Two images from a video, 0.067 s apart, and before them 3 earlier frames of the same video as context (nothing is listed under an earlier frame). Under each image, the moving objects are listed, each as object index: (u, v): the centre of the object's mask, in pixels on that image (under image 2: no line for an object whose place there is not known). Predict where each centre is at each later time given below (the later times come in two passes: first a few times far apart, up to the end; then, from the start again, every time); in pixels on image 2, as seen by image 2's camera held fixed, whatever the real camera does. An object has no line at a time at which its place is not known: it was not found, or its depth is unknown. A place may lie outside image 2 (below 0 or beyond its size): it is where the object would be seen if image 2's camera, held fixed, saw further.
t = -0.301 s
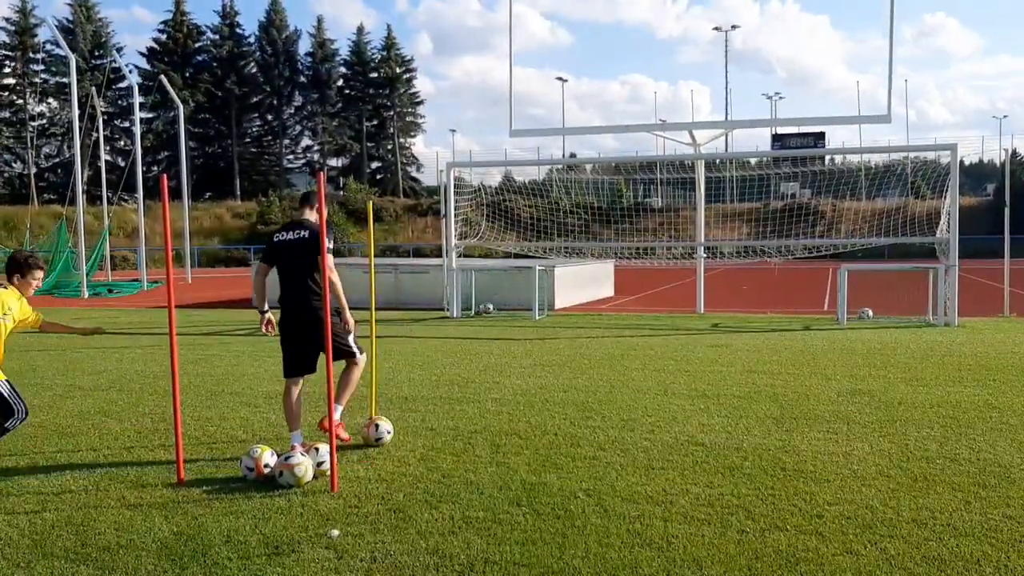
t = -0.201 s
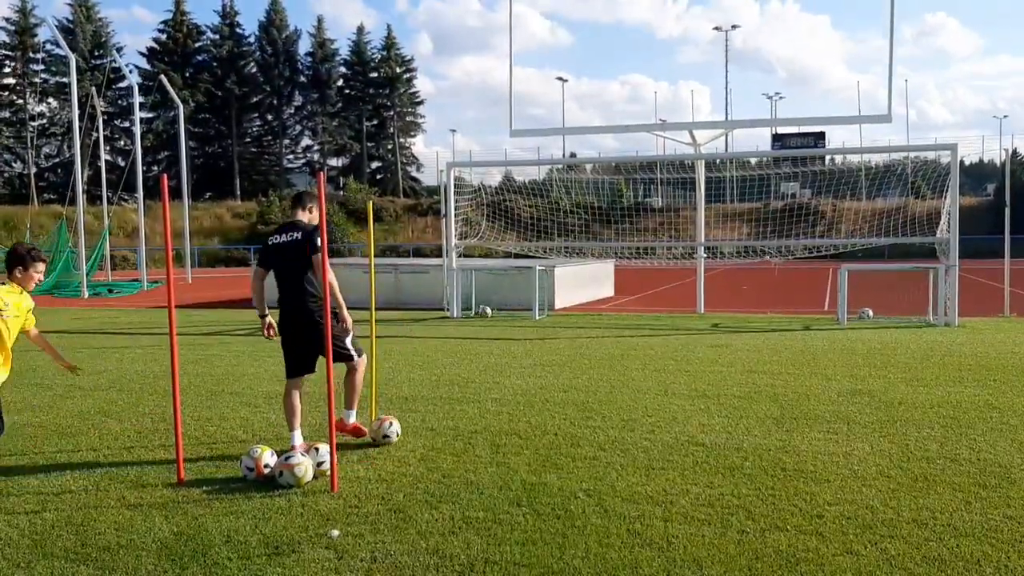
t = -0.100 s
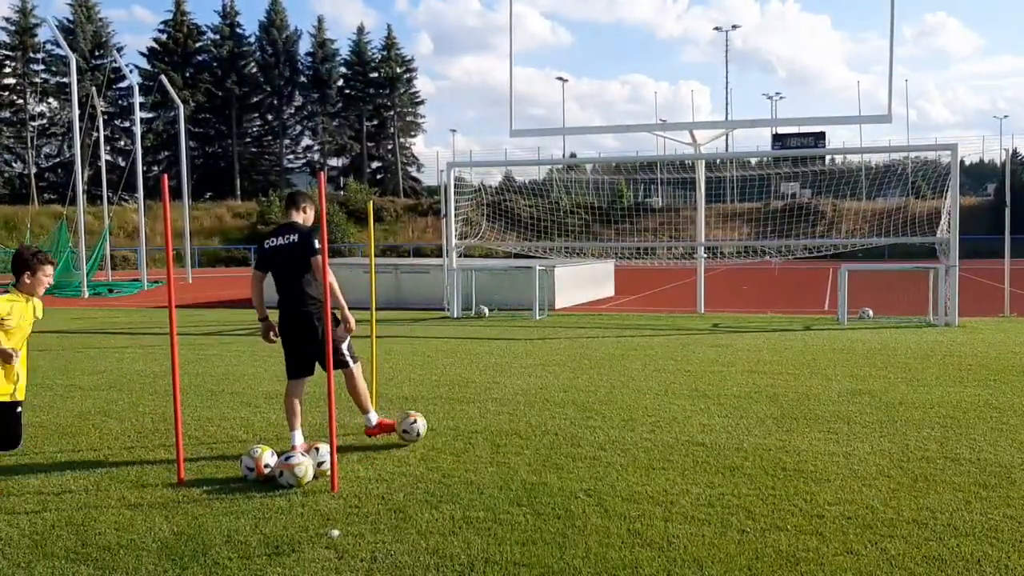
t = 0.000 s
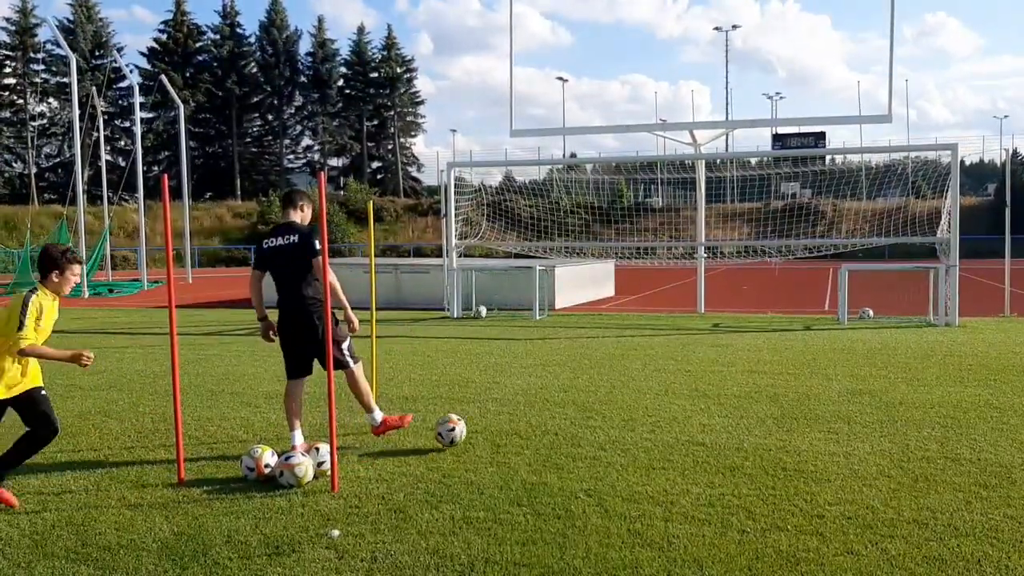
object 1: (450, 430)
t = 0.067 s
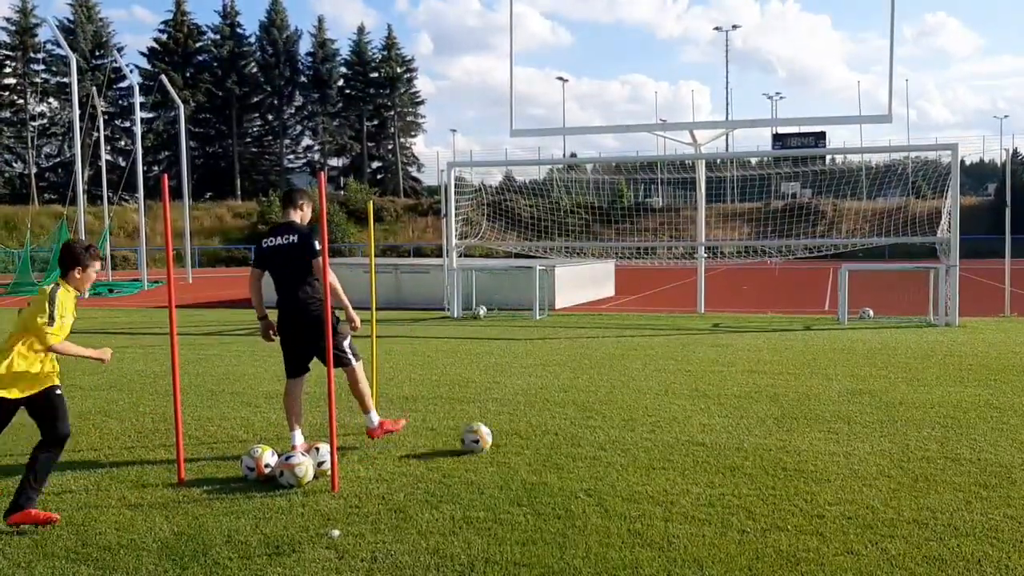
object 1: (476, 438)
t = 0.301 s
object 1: (532, 440)
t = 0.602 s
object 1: (599, 448)
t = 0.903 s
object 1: (659, 456)
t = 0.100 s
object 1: (483, 437)
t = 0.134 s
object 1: (491, 436)
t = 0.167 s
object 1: (499, 437)
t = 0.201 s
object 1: (508, 437)
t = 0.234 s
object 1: (515, 440)
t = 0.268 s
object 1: (524, 440)
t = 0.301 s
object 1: (532, 440)
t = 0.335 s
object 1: (540, 441)
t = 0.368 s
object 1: (548, 442)
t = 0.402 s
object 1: (555, 443)
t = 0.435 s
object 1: (563, 443)
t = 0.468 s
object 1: (570, 445)
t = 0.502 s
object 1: (577, 446)
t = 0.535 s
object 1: (584, 447)
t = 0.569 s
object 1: (591, 447)
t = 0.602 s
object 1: (599, 448)
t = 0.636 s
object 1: (607, 449)
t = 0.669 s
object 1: (614, 450)
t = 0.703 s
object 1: (620, 451)
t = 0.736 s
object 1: (627, 452)
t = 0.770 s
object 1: (634, 453)
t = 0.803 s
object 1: (641, 453)
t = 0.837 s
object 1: (647, 454)
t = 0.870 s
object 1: (653, 455)
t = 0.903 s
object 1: (659, 456)
